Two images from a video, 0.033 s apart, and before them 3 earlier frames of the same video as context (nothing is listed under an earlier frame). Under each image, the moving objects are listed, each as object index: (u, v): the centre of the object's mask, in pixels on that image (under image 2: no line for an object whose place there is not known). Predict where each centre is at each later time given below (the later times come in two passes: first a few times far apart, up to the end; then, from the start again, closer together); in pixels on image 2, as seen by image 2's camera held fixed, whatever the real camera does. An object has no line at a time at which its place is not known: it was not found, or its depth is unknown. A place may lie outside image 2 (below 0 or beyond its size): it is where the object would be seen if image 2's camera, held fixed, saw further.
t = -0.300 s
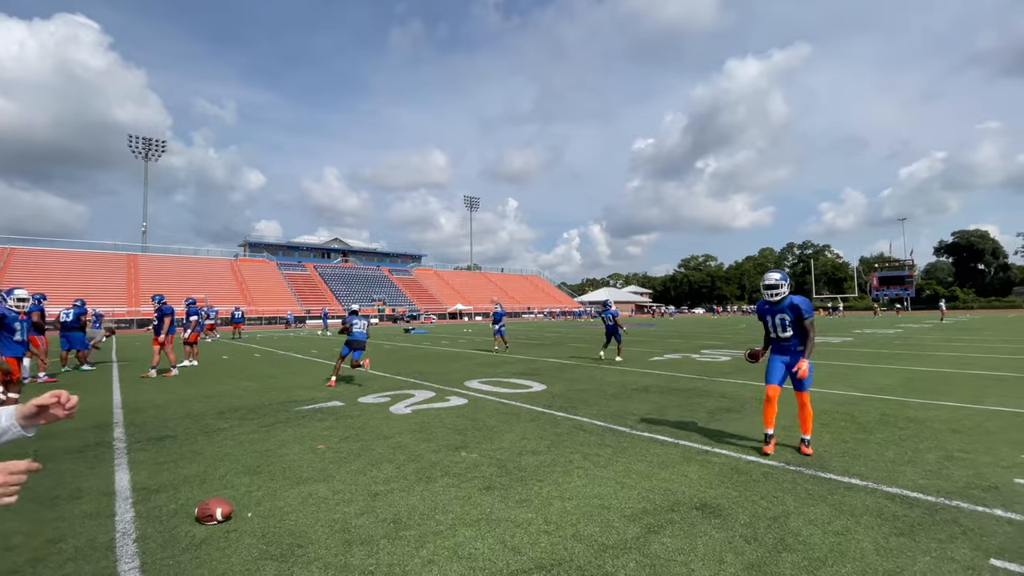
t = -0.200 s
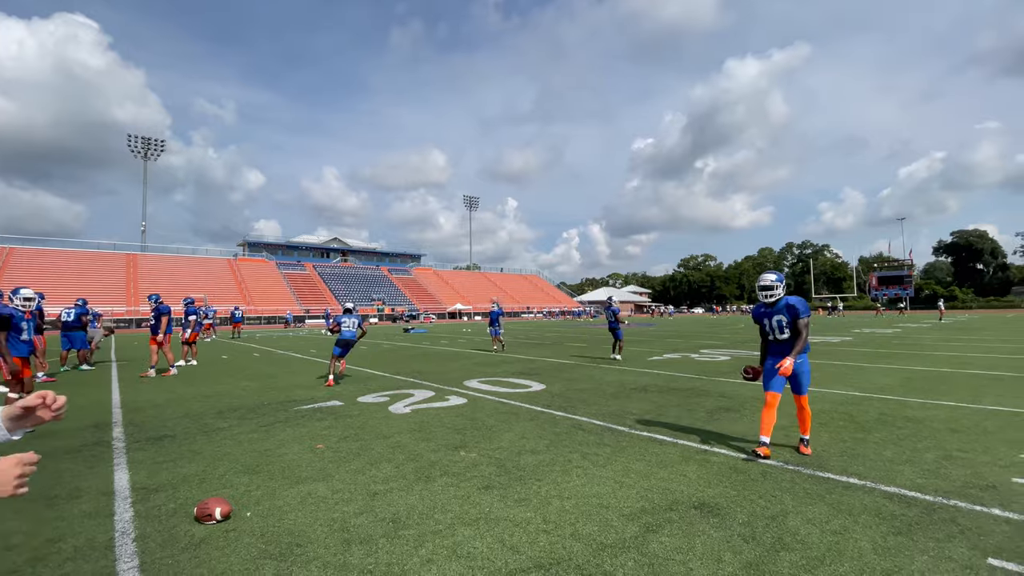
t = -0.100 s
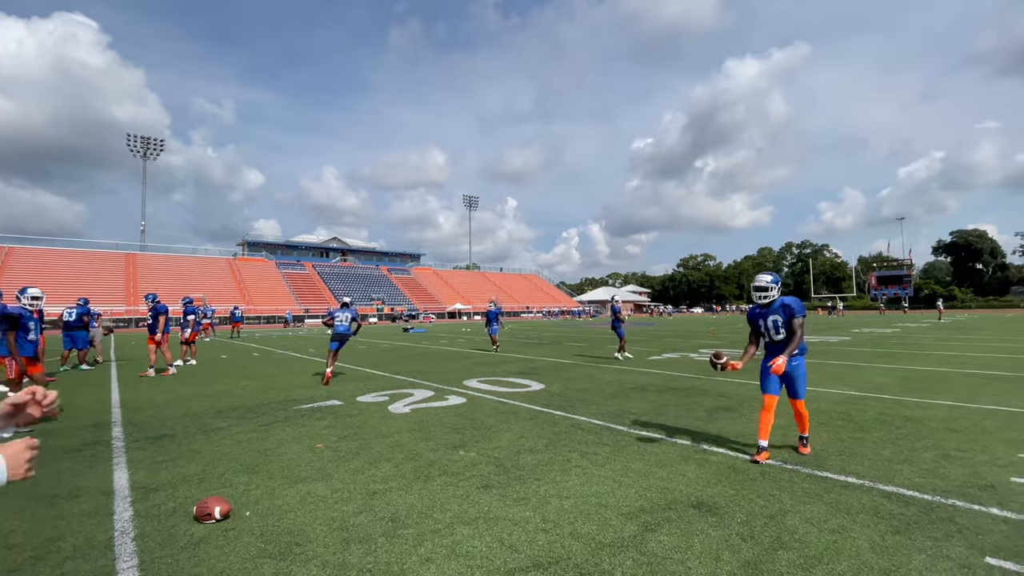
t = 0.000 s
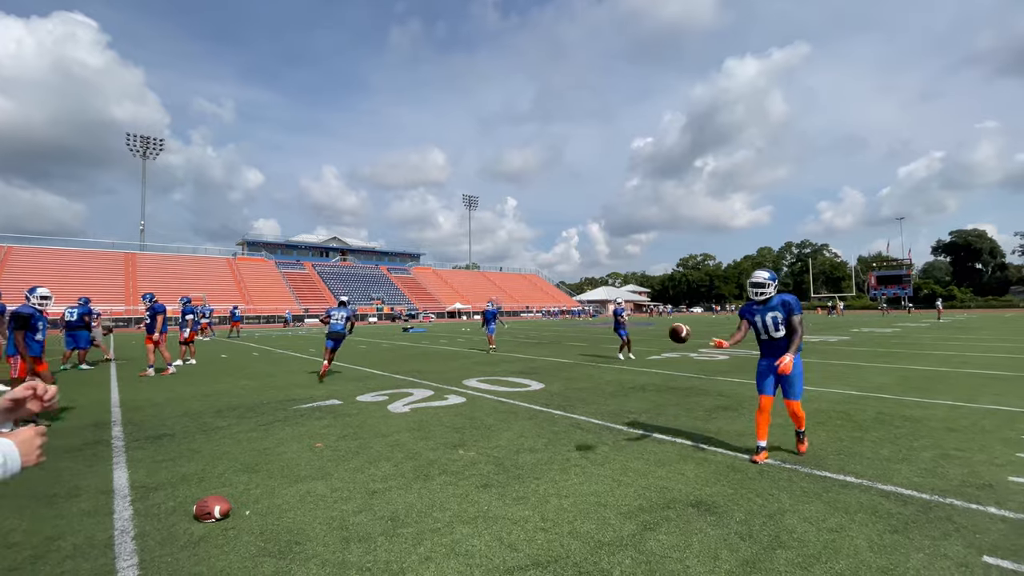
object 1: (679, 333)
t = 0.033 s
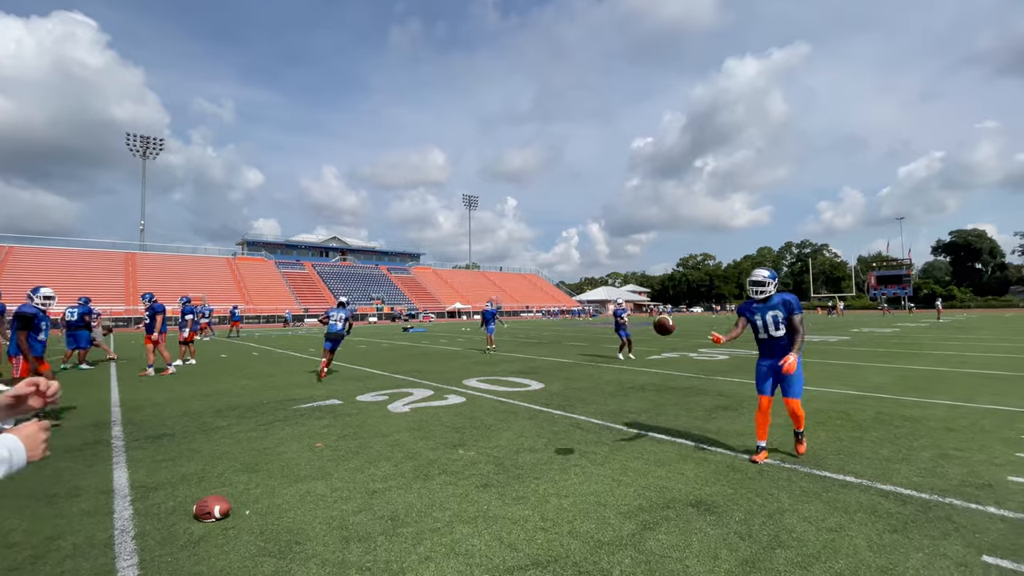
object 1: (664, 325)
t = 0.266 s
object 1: (508, 292)
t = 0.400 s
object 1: (335, 314)
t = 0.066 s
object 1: (647, 318)
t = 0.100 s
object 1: (631, 310)
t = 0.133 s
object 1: (611, 304)
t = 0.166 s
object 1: (589, 299)
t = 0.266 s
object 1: (508, 292)
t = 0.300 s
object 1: (474, 294)
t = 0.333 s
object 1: (436, 297)
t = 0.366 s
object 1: (390, 305)
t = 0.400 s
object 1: (335, 314)
